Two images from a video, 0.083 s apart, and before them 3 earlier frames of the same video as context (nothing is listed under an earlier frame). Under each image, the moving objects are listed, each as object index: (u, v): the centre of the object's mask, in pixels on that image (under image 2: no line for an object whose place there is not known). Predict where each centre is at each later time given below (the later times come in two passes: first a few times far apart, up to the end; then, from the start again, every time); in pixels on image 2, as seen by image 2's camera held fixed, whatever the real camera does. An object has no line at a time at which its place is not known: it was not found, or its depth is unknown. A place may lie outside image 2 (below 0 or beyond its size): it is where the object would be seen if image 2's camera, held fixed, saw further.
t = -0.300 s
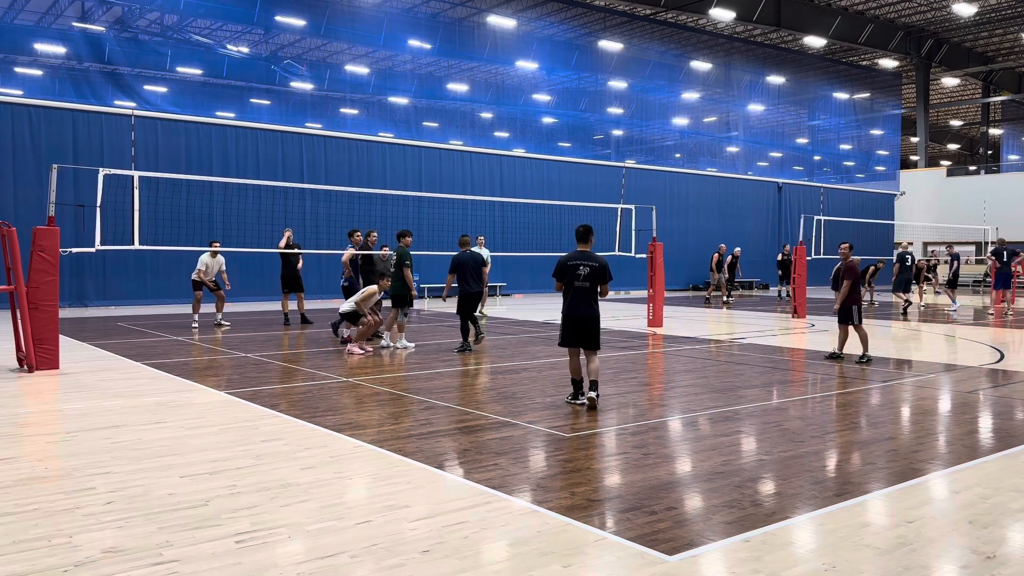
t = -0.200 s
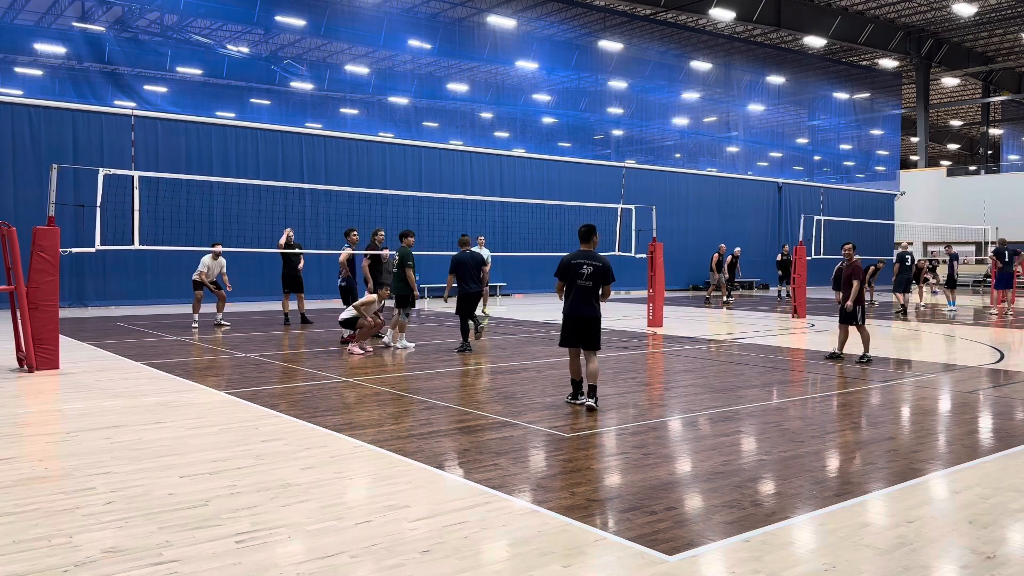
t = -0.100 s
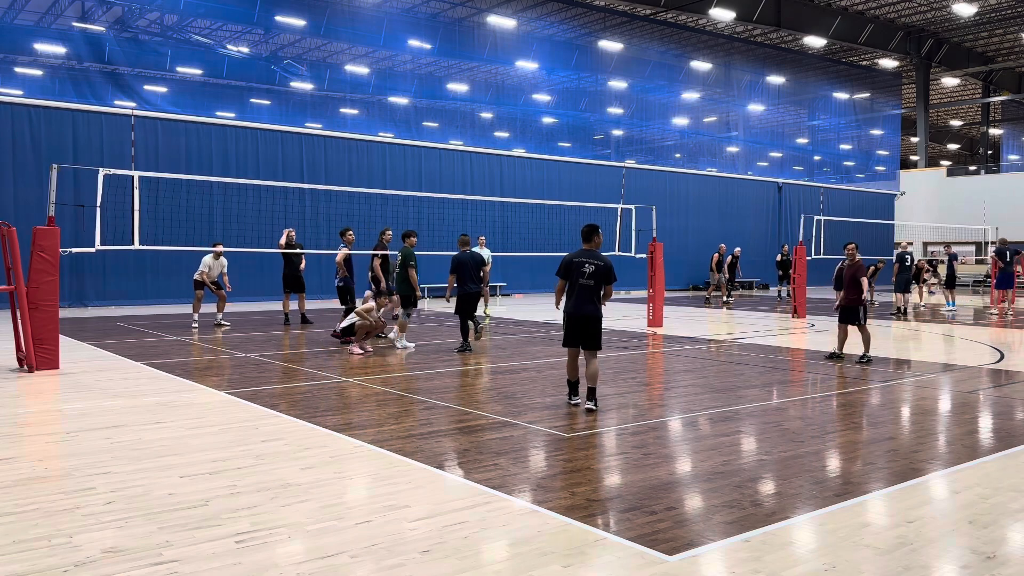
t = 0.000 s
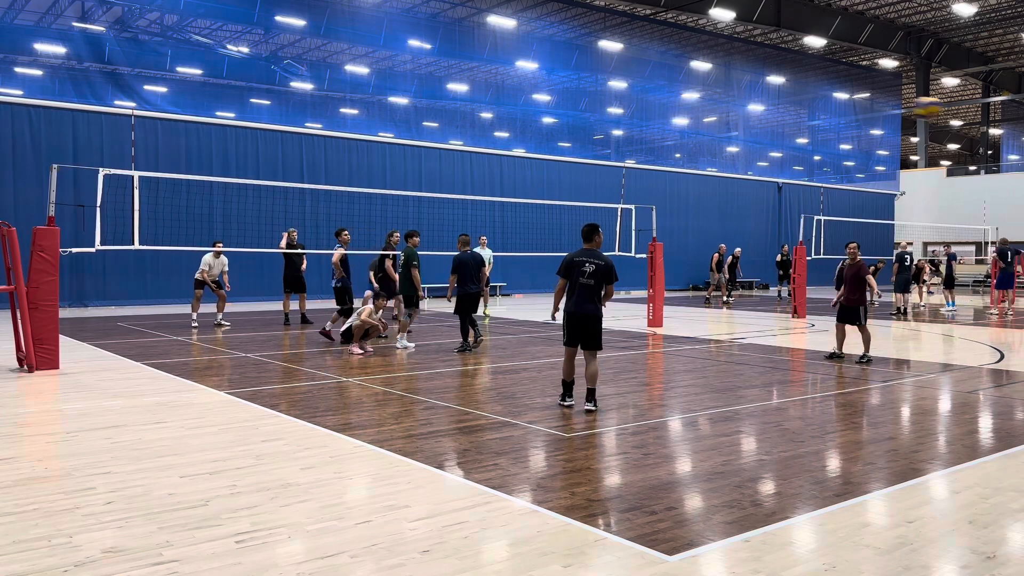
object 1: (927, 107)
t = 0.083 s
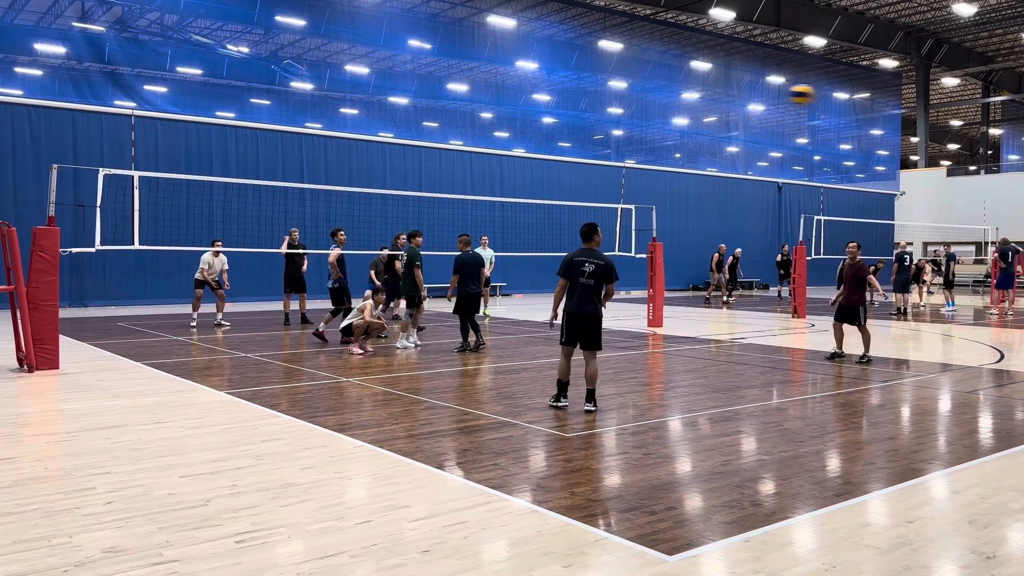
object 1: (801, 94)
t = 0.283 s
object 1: (606, 92)
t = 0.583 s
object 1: (447, 136)
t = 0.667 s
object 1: (417, 152)
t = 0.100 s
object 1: (780, 92)
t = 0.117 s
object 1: (760, 91)
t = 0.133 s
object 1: (741, 89)
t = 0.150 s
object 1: (724, 88)
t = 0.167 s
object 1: (707, 88)
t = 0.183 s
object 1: (689, 88)
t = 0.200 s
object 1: (674, 88)
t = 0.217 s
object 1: (660, 88)
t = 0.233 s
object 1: (645, 89)
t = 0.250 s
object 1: (632, 90)
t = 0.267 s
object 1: (618, 91)
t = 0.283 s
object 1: (606, 92)
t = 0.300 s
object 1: (594, 93)
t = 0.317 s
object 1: (582, 95)
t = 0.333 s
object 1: (571, 96)
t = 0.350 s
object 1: (561, 98)
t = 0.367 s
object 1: (551, 101)
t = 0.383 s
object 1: (540, 104)
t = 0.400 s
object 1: (531, 105)
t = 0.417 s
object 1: (522, 107)
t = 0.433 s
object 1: (513, 110)
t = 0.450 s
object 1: (505, 113)
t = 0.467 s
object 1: (497, 115)
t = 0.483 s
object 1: (489, 118)
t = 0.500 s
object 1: (481, 121)
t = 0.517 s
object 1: (473, 124)
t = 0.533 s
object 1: (466, 127)
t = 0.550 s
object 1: (460, 130)
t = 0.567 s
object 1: (453, 132)
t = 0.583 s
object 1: (447, 136)
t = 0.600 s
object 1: (441, 139)
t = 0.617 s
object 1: (434, 142)
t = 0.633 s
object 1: (429, 145)
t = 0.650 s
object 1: (423, 149)
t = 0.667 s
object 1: (417, 152)
